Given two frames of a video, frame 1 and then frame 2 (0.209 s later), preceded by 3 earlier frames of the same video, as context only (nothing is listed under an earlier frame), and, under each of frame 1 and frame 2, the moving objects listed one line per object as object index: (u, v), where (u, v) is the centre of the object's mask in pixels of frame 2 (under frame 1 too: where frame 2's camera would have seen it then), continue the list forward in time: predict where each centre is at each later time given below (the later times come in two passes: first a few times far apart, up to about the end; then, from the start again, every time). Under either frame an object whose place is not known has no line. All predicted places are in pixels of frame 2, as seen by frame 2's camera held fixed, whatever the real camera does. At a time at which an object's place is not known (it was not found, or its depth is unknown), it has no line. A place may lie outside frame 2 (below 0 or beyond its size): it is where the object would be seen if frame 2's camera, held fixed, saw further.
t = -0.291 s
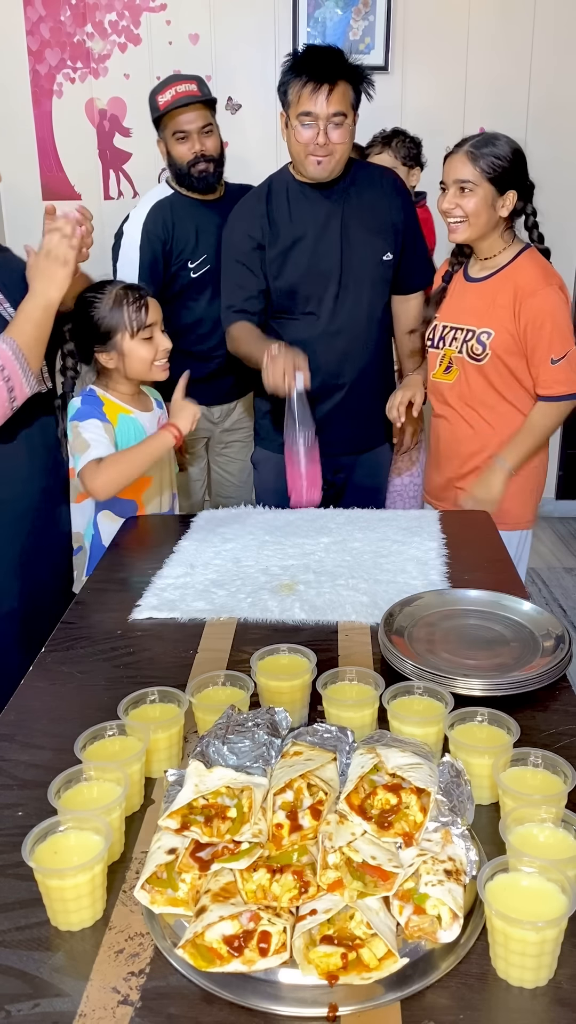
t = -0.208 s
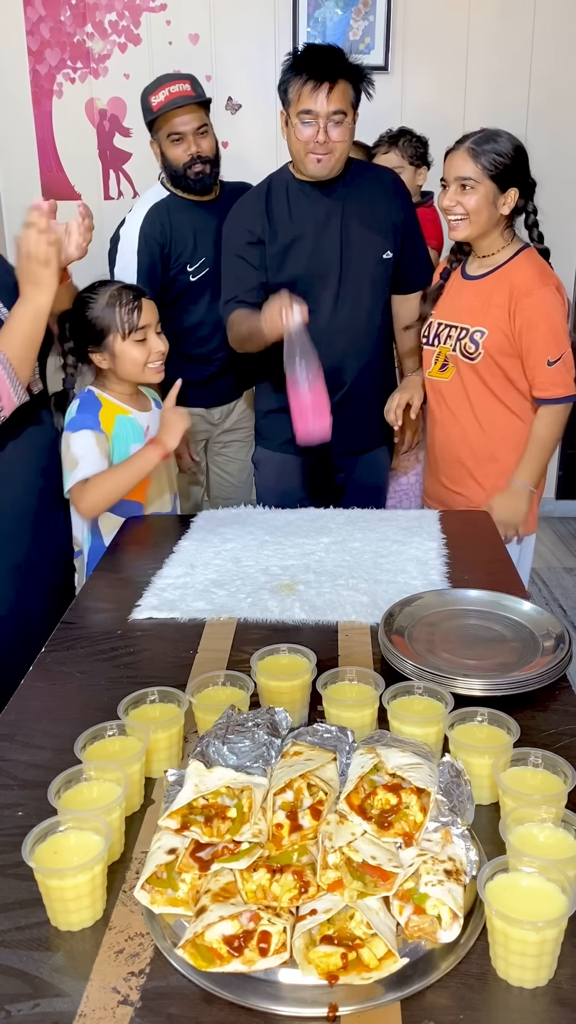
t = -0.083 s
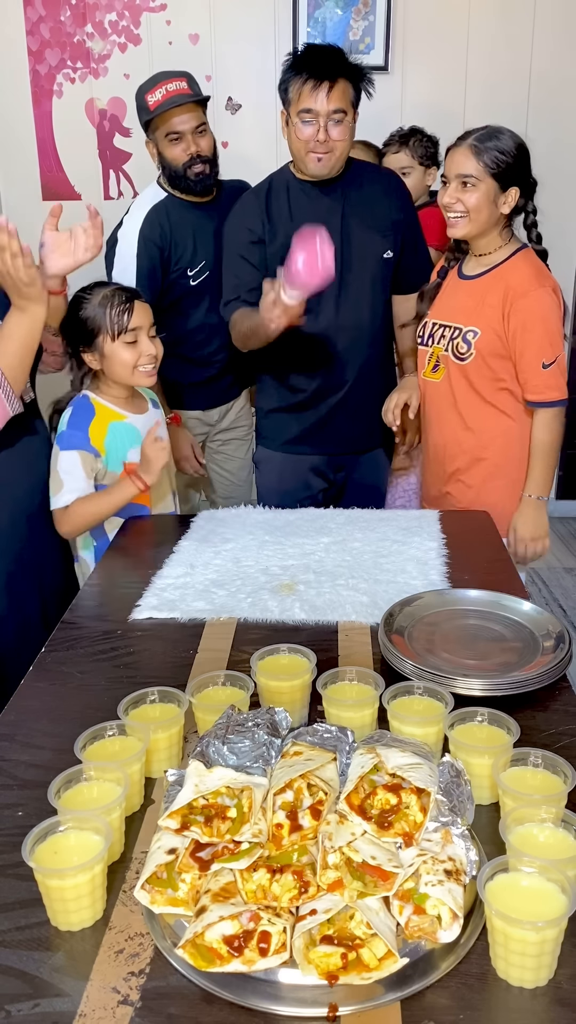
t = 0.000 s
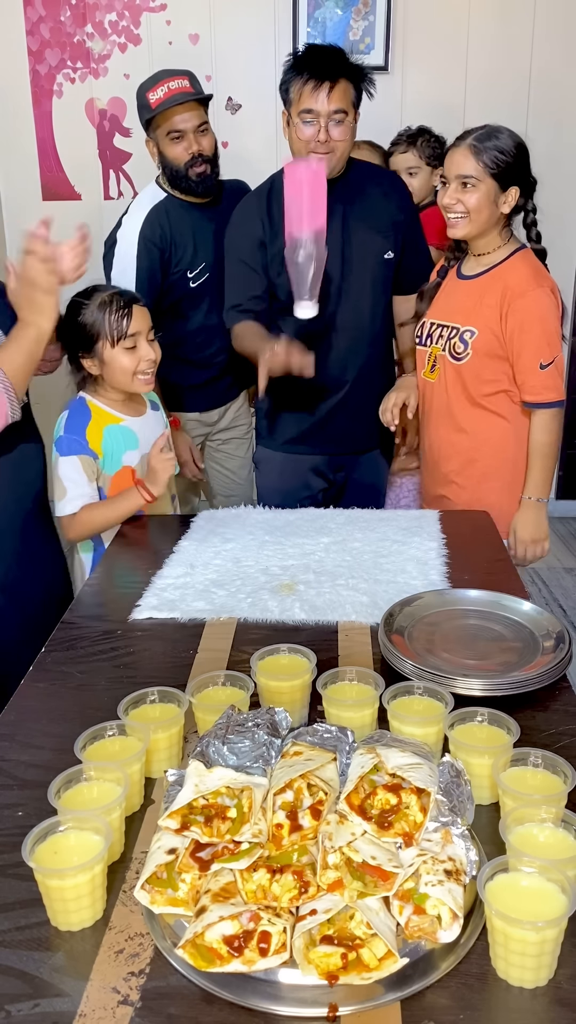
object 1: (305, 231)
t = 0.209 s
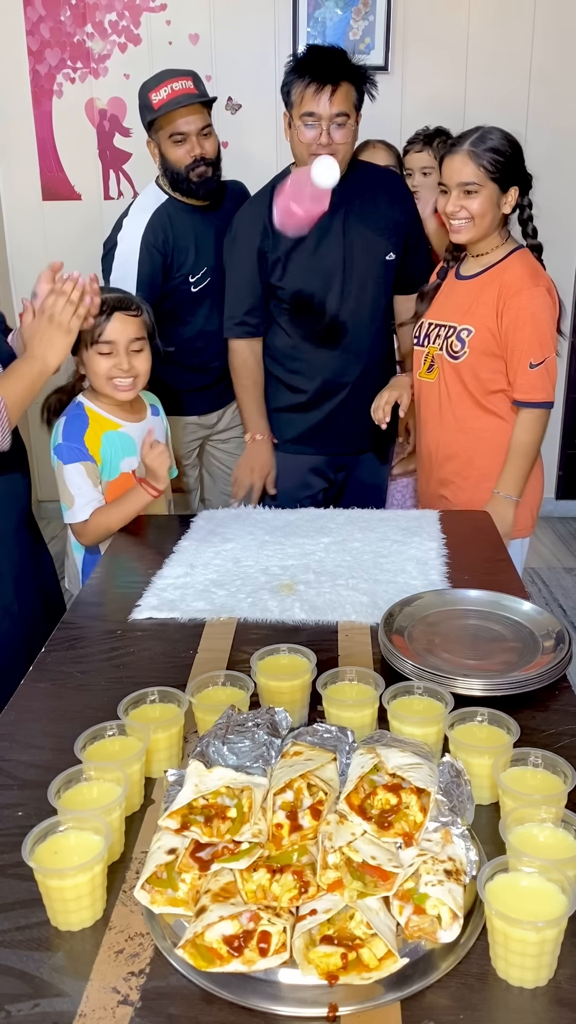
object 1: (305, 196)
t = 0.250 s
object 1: (305, 220)
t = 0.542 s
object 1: (292, 489)
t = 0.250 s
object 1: (305, 220)
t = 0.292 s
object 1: (305, 254)
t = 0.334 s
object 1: (304, 300)
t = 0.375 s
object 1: (302, 356)
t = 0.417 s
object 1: (301, 421)
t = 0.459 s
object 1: (301, 482)
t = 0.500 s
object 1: (296, 489)
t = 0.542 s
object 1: (292, 489)
